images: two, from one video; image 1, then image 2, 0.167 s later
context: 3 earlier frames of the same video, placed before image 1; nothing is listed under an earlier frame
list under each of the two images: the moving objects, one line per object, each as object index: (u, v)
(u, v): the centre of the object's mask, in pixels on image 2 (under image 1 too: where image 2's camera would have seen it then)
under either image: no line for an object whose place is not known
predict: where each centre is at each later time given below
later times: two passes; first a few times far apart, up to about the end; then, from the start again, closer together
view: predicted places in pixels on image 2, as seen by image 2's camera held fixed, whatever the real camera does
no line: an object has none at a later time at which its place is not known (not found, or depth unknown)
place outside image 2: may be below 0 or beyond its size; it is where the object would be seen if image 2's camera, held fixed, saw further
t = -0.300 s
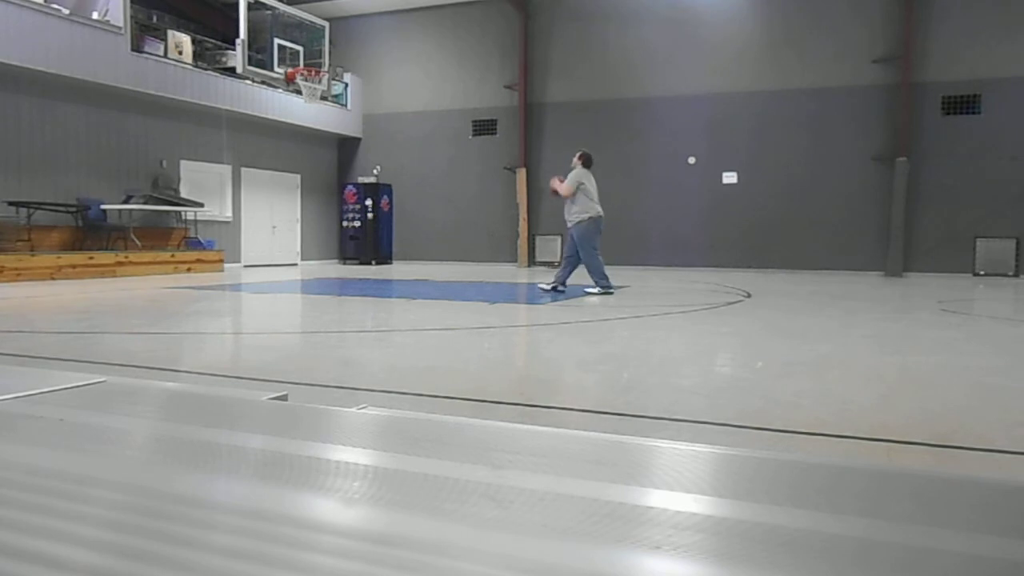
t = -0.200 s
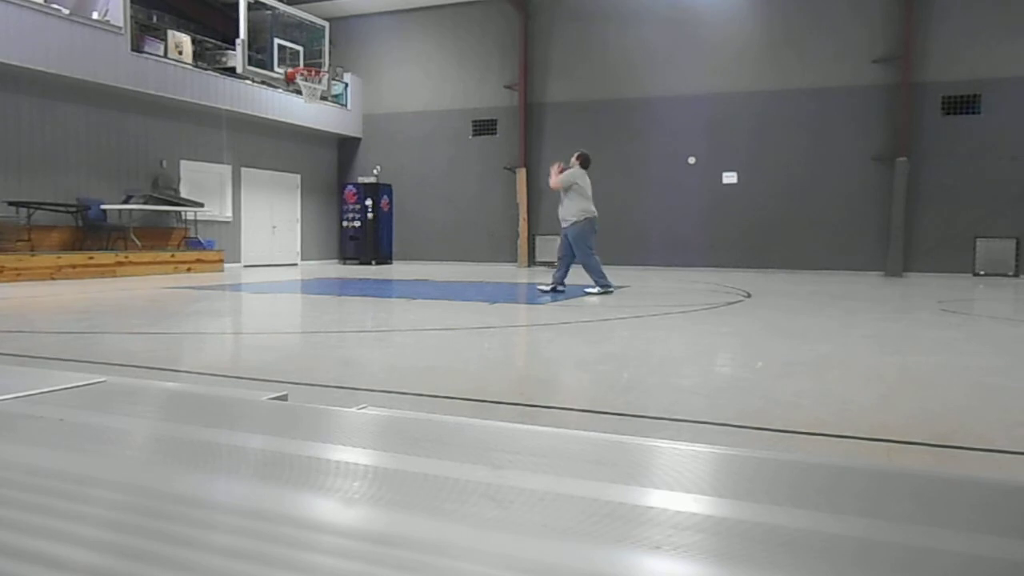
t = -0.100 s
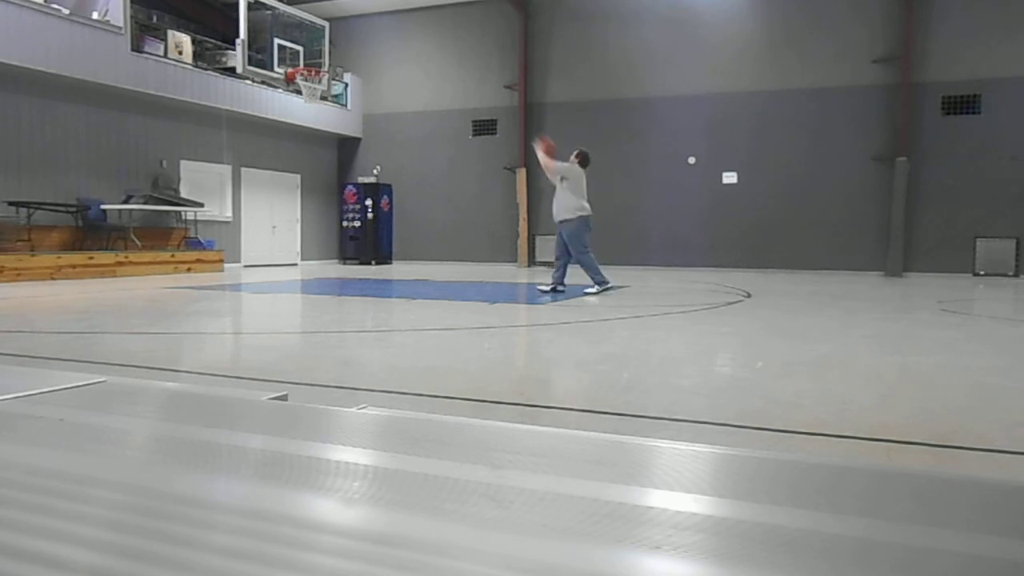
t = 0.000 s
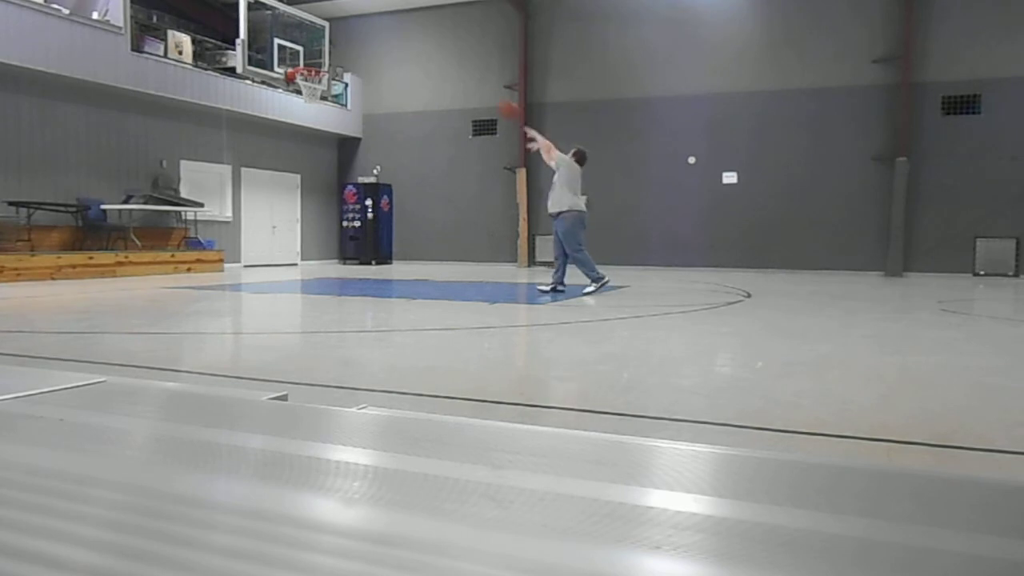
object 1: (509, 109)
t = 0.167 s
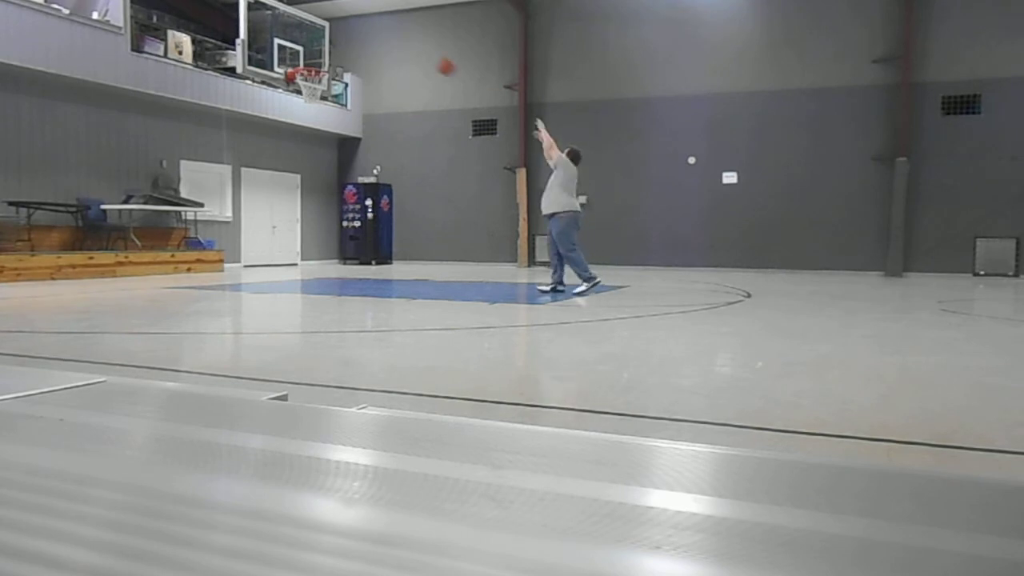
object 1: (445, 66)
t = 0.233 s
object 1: (422, 56)
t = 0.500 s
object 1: (336, 45)
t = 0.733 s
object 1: (318, 67)
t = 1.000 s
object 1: (300, 81)
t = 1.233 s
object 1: (316, 104)
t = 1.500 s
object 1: (331, 141)
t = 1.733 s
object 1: (344, 213)
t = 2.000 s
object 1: (355, 237)
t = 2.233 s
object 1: (362, 192)
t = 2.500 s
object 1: (369, 186)
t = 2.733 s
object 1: (375, 219)
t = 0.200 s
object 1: (433, 60)
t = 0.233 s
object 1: (422, 56)
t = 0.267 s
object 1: (411, 51)
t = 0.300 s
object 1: (400, 48)
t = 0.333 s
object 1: (389, 46)
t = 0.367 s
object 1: (377, 45)
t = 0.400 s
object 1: (366, 44)
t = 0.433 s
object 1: (355, 43)
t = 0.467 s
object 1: (344, 43)
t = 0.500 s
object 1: (336, 45)
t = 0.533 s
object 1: (324, 48)
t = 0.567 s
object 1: (314, 51)
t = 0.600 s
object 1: (306, 55)
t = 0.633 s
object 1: (297, 59)
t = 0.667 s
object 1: (304, 61)
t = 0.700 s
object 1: (312, 63)
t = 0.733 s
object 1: (318, 67)
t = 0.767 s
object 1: (317, 68)
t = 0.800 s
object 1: (311, 72)
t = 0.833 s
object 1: (300, 79)
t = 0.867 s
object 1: (297, 79)
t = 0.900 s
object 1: (295, 79)
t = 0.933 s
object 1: (301, 79)
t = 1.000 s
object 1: (300, 81)
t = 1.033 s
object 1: (299, 80)
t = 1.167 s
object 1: (312, 99)
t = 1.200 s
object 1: (314, 101)
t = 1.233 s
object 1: (316, 104)
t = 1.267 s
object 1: (318, 105)
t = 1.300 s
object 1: (320, 106)
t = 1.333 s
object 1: (322, 110)
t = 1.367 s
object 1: (324, 115)
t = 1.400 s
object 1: (325, 121)
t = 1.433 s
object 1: (327, 127)
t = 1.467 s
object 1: (329, 134)
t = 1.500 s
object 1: (331, 141)
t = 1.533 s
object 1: (334, 149)
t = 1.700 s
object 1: (342, 201)
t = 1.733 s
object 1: (344, 213)
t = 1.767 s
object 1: (347, 230)
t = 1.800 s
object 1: (349, 242)
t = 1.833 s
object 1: (350, 255)
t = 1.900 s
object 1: (353, 269)
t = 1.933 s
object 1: (354, 257)
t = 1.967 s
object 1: (355, 248)
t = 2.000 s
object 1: (355, 237)
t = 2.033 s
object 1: (356, 231)
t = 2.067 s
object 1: (357, 222)
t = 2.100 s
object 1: (358, 213)
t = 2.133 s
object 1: (358, 208)
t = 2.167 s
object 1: (360, 202)
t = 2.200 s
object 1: (361, 196)
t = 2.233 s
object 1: (362, 192)
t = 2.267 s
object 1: (363, 189)
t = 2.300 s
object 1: (364, 186)
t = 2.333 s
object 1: (365, 184)
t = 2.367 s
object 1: (365, 183)
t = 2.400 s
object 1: (366, 183)
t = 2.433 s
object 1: (367, 183)
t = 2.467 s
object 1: (368, 184)
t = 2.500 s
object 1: (369, 186)
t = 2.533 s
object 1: (370, 189)
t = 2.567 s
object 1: (371, 191)
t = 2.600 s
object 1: (371, 195)
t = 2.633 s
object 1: (372, 200)
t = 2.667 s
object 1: (374, 206)
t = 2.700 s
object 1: (374, 213)
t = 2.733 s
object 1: (375, 219)
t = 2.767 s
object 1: (376, 227)
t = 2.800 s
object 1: (377, 236)
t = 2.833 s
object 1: (377, 246)
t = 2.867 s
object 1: (378, 256)
